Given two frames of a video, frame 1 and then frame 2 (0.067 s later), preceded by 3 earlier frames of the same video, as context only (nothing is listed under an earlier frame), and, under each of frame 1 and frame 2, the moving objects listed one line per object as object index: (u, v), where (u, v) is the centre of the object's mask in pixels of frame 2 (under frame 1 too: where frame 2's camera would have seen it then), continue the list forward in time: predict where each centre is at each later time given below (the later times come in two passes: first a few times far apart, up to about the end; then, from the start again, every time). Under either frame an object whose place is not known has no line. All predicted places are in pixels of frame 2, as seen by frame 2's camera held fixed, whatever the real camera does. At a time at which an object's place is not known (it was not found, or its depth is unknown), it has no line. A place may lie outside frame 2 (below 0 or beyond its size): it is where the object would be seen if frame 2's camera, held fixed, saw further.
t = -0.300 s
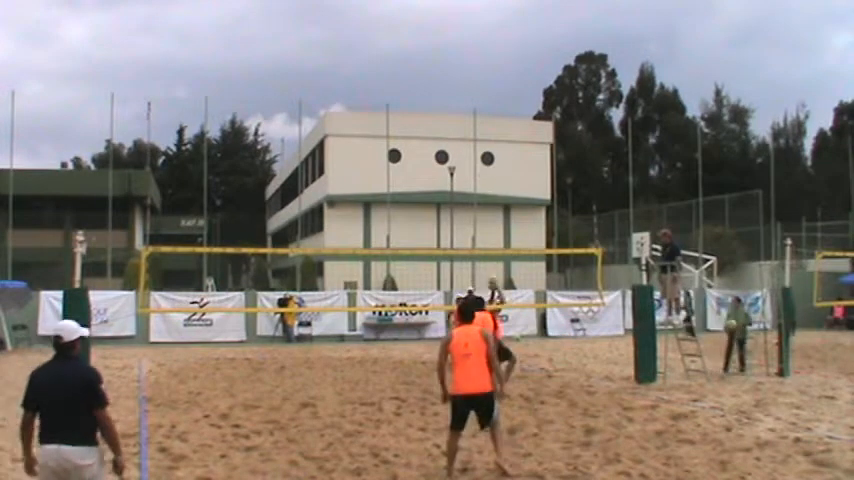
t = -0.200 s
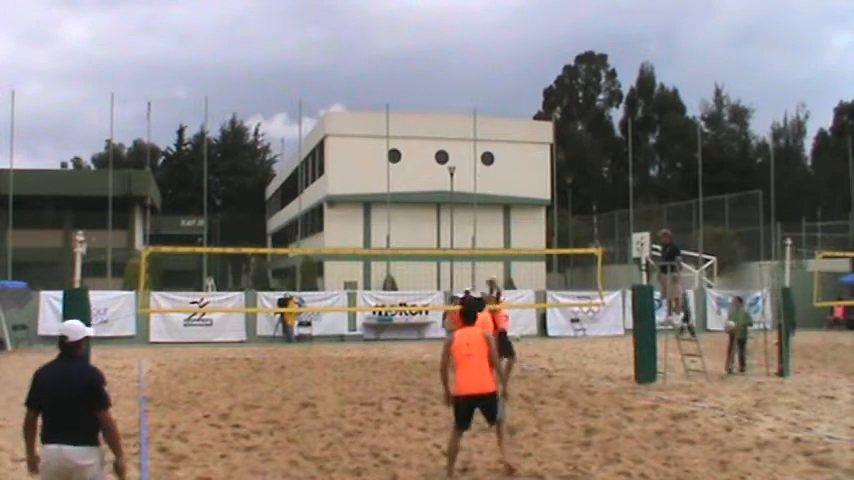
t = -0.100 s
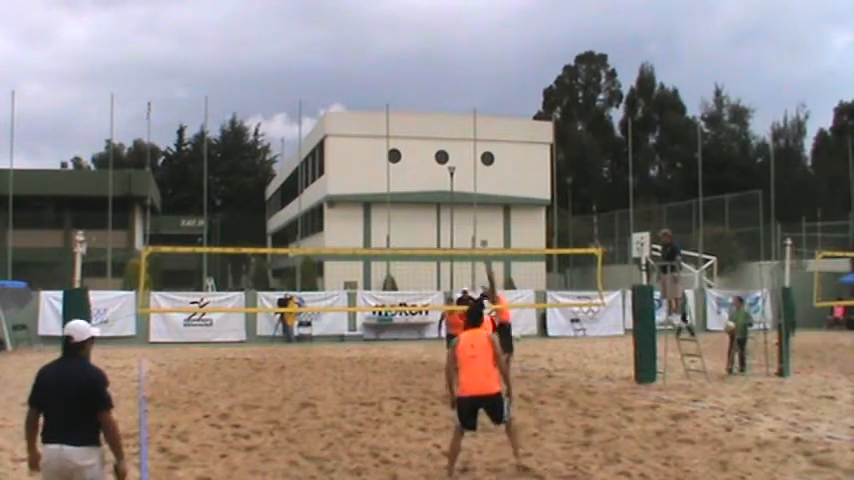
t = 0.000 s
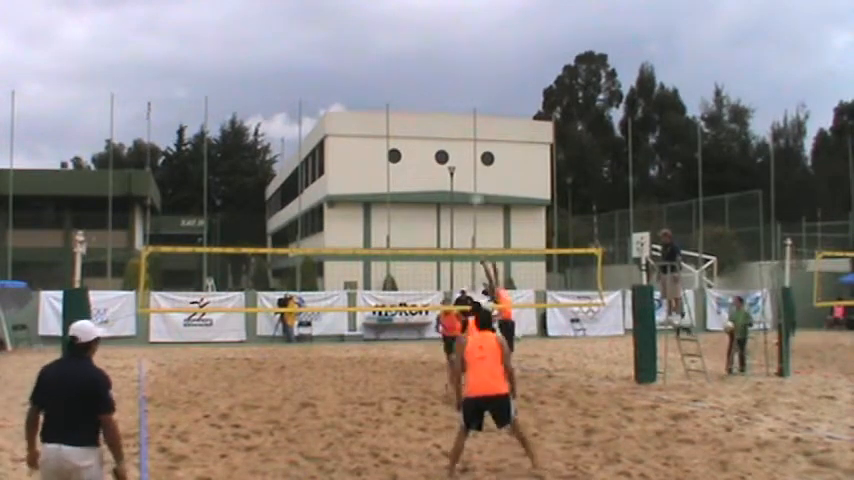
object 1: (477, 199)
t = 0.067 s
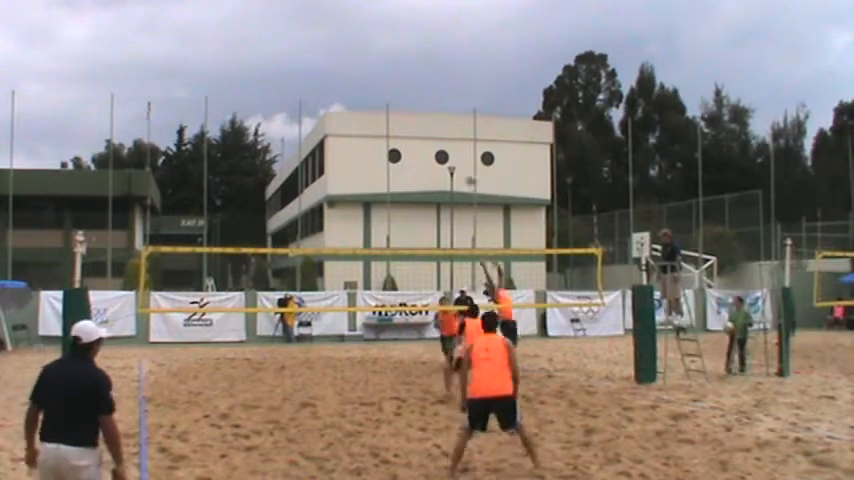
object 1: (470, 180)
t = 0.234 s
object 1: (458, 133)
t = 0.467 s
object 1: (441, 96)
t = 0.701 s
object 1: (423, 83)
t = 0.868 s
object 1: (409, 94)
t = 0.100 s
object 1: (468, 171)
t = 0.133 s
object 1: (466, 161)
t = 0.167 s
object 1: (463, 151)
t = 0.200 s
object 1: (462, 141)
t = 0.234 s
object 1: (458, 133)
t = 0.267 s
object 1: (455, 127)
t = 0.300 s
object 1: (454, 120)
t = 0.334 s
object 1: (451, 115)
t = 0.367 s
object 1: (449, 107)
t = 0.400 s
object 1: (446, 102)
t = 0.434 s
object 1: (443, 100)
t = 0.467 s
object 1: (441, 96)
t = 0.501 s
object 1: (438, 90)
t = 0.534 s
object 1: (435, 87)
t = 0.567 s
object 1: (433, 86)
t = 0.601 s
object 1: (430, 84)
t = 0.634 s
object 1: (428, 84)
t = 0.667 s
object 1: (425, 83)
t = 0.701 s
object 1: (423, 83)
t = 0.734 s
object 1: (420, 84)
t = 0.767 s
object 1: (417, 86)
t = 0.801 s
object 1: (415, 88)
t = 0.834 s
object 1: (411, 90)
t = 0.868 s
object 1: (409, 94)
